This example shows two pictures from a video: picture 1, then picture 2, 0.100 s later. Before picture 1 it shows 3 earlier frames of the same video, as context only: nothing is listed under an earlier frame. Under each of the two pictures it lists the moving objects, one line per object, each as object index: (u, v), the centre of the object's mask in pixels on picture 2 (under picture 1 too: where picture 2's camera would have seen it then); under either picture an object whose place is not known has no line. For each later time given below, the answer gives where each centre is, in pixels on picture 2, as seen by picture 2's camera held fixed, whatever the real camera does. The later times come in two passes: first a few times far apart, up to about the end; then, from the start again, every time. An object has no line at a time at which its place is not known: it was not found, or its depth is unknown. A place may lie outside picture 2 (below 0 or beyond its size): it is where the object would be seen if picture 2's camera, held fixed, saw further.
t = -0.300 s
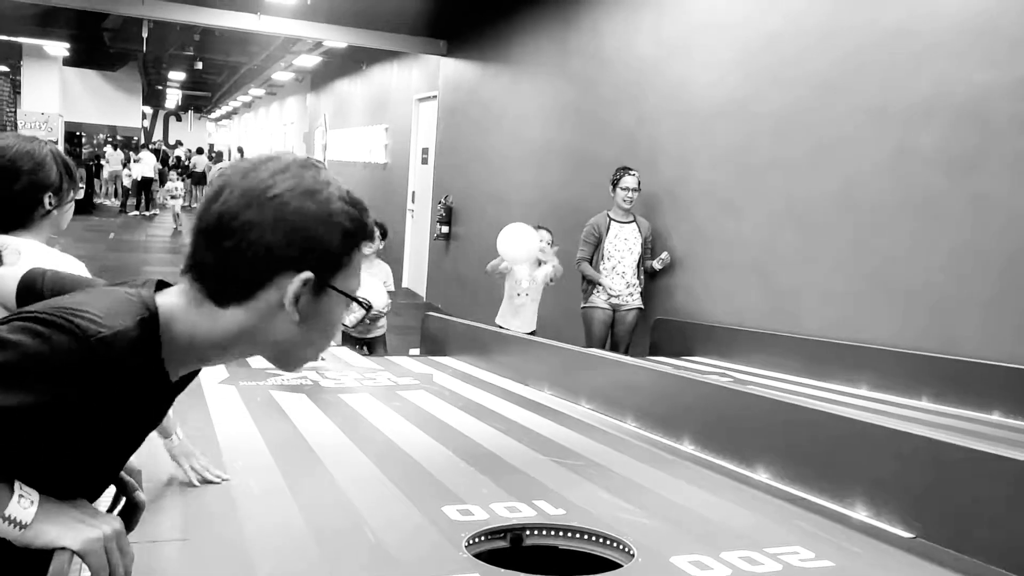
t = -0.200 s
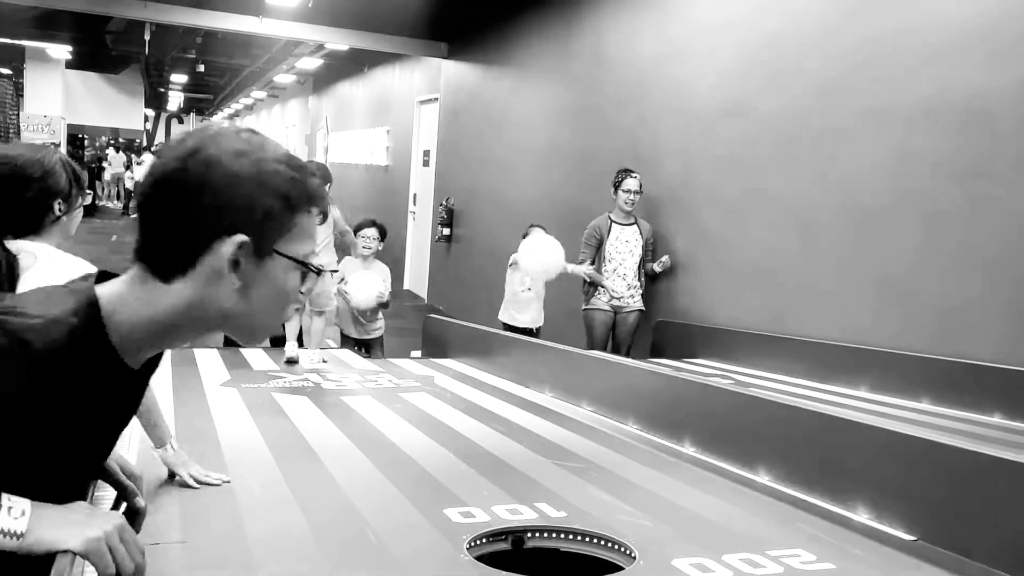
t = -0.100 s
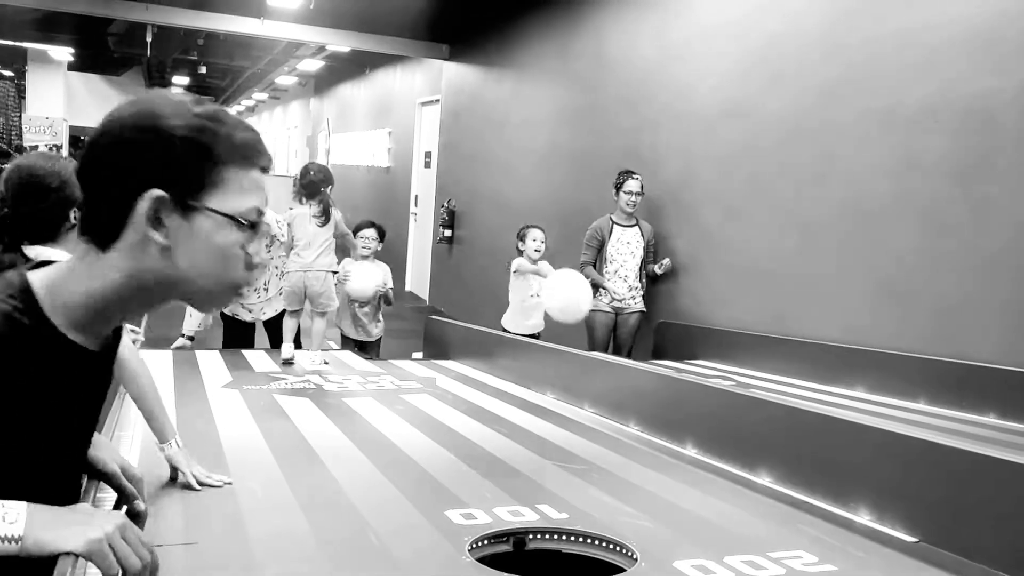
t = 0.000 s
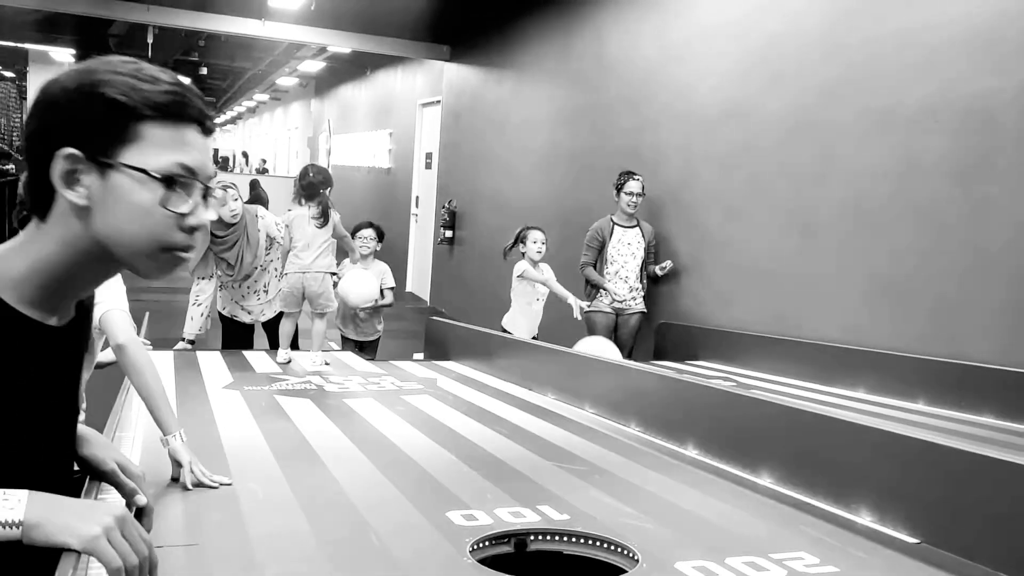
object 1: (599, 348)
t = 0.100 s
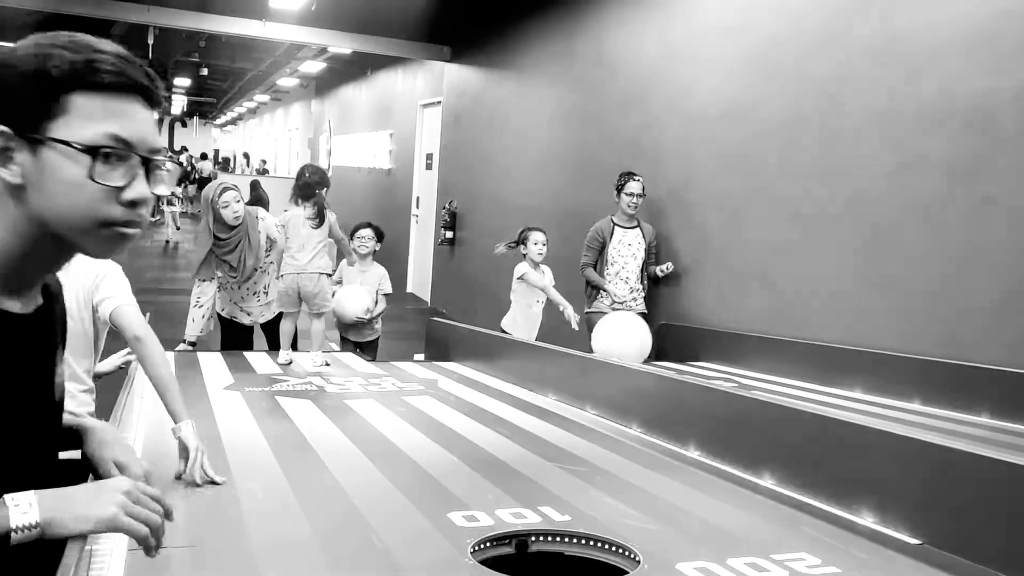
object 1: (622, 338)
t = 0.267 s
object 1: (664, 328)
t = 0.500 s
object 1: (729, 370)
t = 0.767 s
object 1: (809, 393)
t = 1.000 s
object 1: (887, 410)
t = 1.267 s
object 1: (978, 432)
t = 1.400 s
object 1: (1002, 440)
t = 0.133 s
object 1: (630, 332)
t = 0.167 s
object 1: (638, 327)
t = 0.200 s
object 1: (647, 325)
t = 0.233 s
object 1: (655, 325)
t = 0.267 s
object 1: (664, 328)
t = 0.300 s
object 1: (672, 335)
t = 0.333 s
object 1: (680, 343)
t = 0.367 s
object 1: (689, 353)
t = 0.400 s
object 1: (699, 362)
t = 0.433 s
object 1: (709, 373)
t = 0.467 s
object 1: (720, 373)
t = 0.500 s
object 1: (729, 370)
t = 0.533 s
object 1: (738, 368)
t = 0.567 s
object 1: (747, 368)
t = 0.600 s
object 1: (756, 369)
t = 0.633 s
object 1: (766, 373)
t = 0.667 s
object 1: (777, 378)
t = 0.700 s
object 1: (787, 384)
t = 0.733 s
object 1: (798, 393)
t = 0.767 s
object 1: (809, 393)
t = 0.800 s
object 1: (820, 392)
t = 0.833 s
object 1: (831, 394)
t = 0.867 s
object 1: (841, 397)
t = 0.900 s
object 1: (852, 401)
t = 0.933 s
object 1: (864, 408)
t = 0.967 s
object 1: (876, 409)
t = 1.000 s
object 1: (887, 410)
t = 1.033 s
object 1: (898, 412)
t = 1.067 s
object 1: (910, 417)
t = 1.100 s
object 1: (923, 422)
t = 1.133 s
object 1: (935, 422)
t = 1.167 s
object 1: (946, 425)
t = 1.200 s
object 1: (959, 430)
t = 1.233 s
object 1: (971, 431)
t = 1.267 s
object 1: (978, 432)
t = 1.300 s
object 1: (985, 434)
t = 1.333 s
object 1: (991, 436)
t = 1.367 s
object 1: (996, 438)
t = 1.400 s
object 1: (1002, 440)
